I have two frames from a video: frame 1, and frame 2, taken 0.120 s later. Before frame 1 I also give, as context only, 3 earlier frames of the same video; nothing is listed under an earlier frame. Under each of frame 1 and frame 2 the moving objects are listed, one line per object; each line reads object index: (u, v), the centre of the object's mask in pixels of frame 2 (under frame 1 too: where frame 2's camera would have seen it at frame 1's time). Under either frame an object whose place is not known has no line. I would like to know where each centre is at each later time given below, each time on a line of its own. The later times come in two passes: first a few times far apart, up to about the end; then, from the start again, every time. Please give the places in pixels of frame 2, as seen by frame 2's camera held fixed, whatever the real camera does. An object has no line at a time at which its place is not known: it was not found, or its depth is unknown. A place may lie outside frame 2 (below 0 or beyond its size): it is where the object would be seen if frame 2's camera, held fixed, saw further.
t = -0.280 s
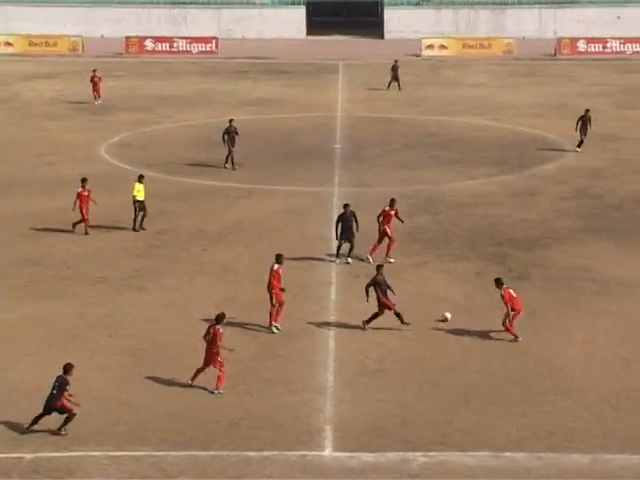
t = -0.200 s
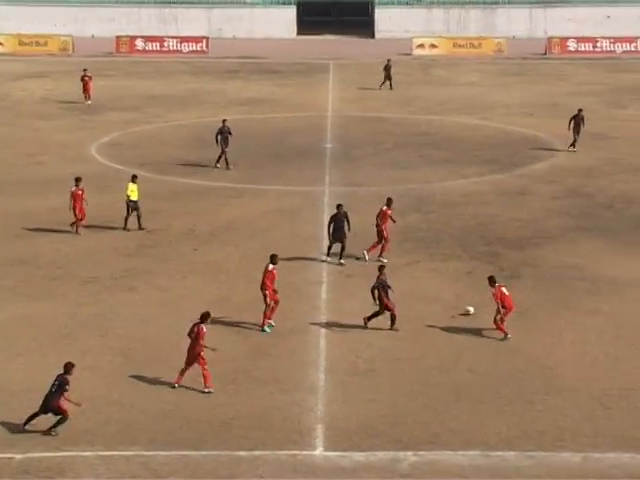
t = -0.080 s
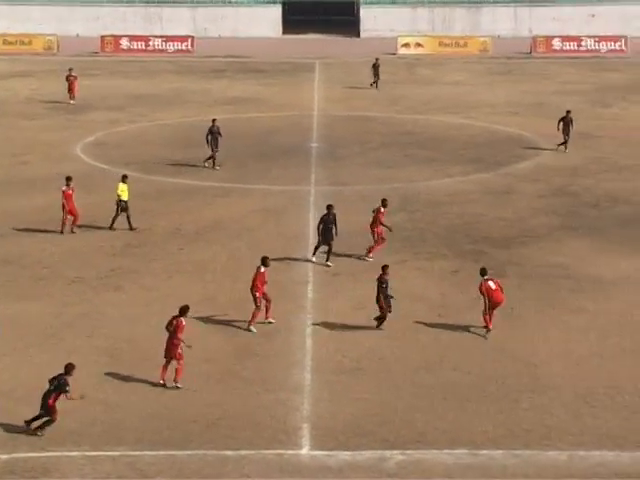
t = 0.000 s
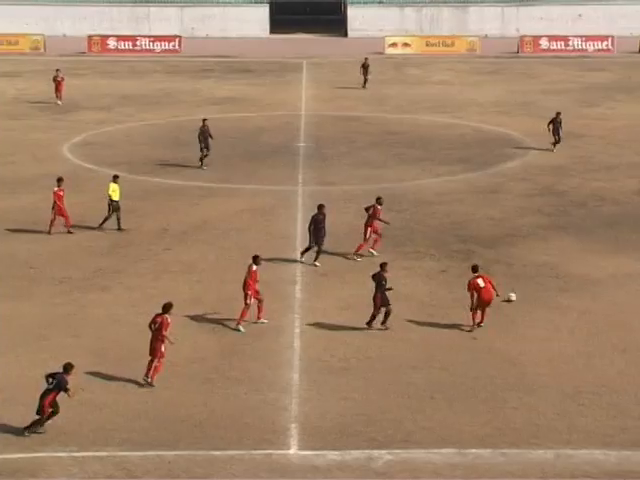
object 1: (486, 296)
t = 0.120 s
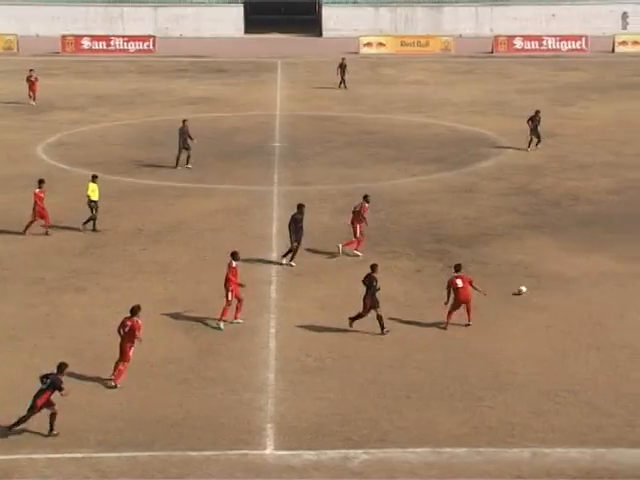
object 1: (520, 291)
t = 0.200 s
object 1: (542, 286)
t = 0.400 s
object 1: (588, 275)
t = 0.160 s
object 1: (532, 288)
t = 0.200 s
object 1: (542, 286)
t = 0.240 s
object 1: (553, 284)
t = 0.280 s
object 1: (562, 283)
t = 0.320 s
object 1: (571, 280)
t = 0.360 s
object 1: (580, 277)
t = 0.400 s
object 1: (588, 275)
